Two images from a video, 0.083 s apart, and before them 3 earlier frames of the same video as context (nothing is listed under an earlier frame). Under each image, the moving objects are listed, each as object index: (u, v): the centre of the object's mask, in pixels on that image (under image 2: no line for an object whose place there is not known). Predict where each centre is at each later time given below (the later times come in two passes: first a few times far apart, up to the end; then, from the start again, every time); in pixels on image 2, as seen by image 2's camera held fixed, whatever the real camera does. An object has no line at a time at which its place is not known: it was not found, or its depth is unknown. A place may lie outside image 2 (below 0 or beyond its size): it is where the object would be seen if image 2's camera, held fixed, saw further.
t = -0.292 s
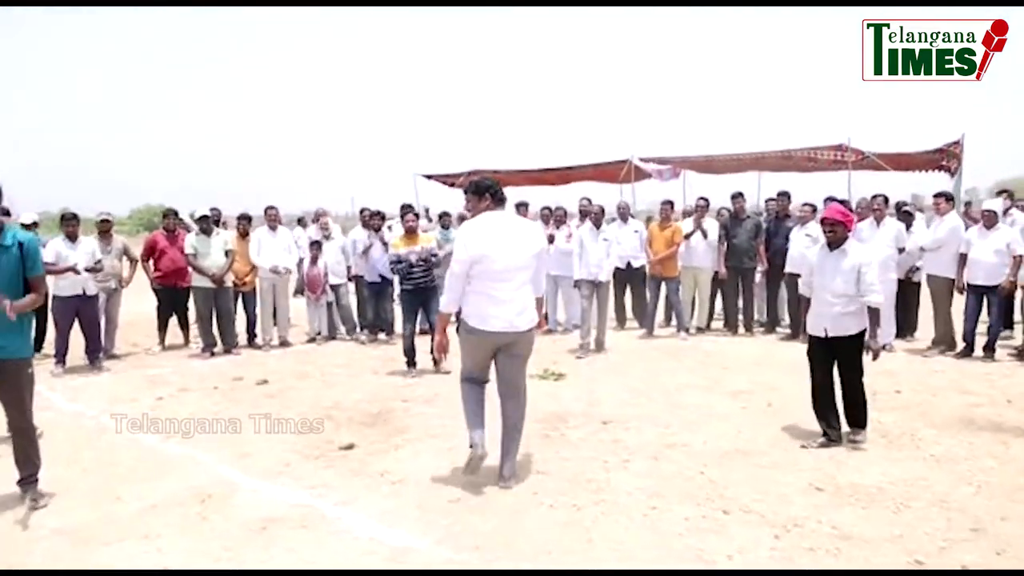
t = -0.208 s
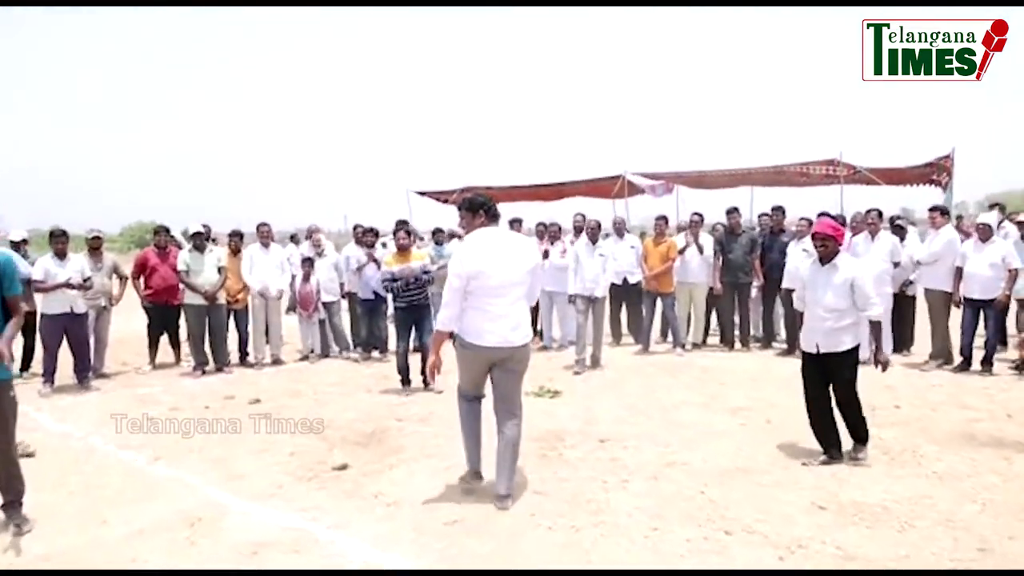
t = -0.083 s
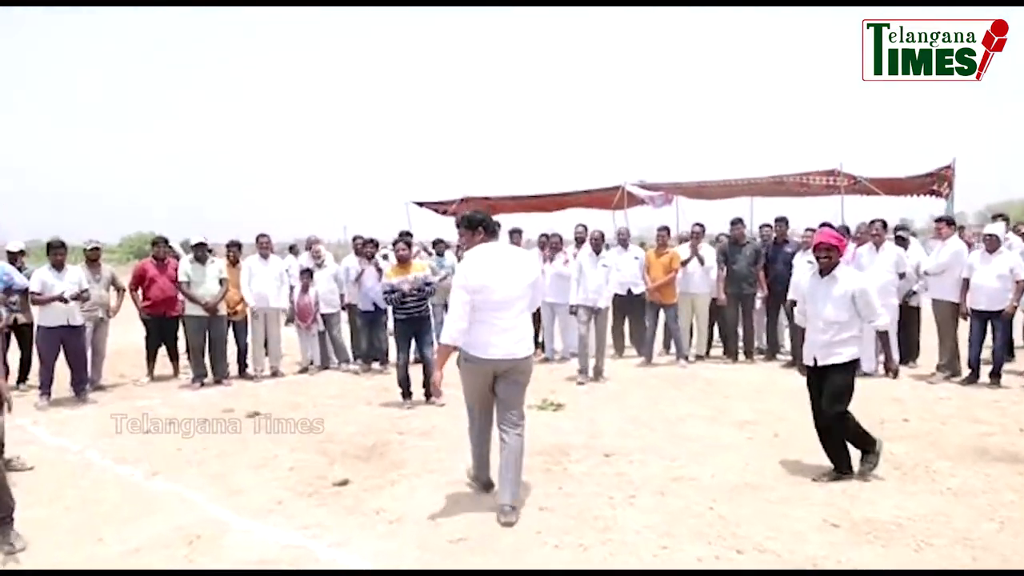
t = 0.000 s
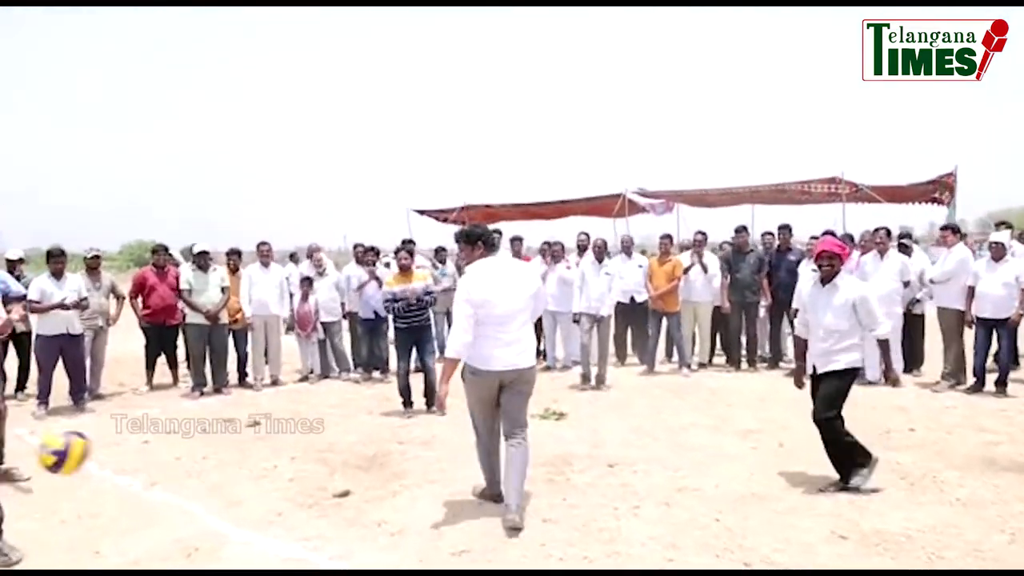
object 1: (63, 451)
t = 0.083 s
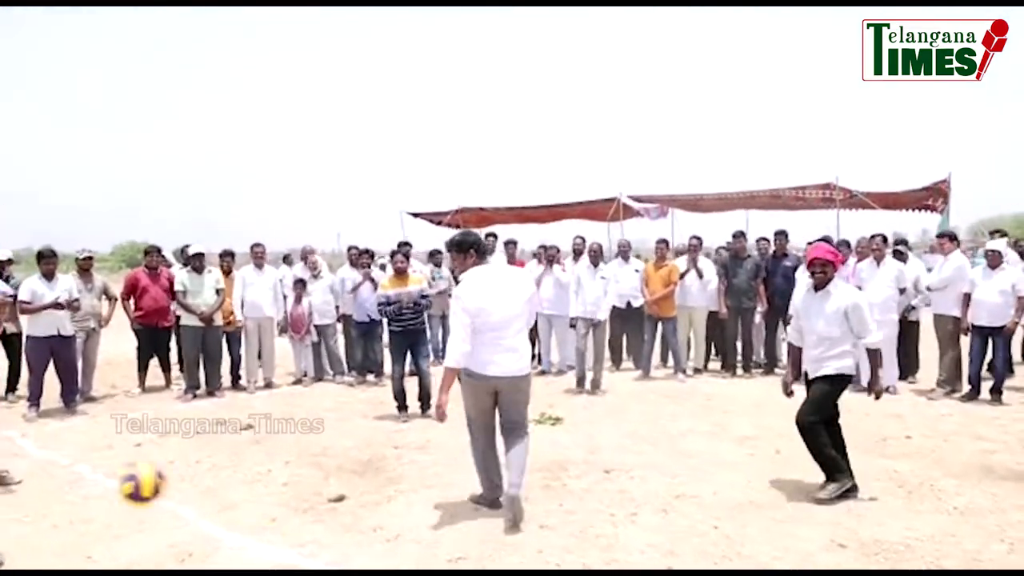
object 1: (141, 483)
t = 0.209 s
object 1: (258, 546)
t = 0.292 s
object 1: (309, 503)
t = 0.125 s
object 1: (181, 501)
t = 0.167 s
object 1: (221, 521)
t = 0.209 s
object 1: (258, 546)
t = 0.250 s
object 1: (283, 527)
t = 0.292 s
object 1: (309, 503)
